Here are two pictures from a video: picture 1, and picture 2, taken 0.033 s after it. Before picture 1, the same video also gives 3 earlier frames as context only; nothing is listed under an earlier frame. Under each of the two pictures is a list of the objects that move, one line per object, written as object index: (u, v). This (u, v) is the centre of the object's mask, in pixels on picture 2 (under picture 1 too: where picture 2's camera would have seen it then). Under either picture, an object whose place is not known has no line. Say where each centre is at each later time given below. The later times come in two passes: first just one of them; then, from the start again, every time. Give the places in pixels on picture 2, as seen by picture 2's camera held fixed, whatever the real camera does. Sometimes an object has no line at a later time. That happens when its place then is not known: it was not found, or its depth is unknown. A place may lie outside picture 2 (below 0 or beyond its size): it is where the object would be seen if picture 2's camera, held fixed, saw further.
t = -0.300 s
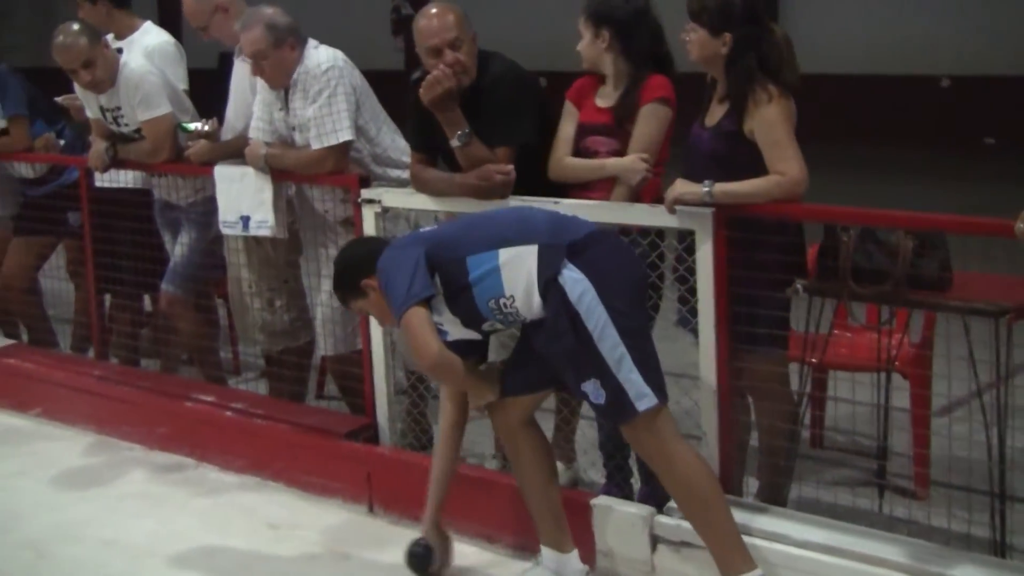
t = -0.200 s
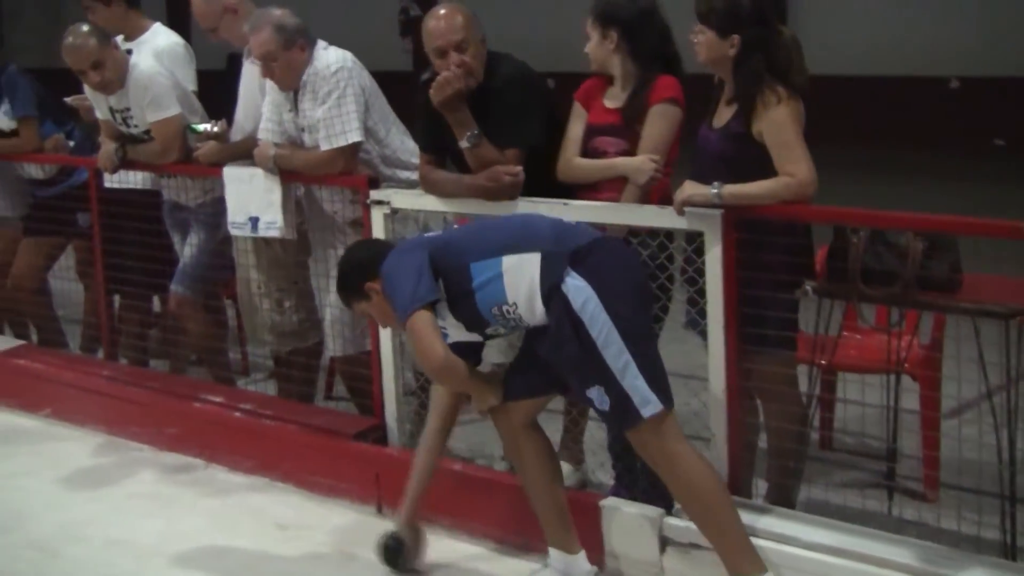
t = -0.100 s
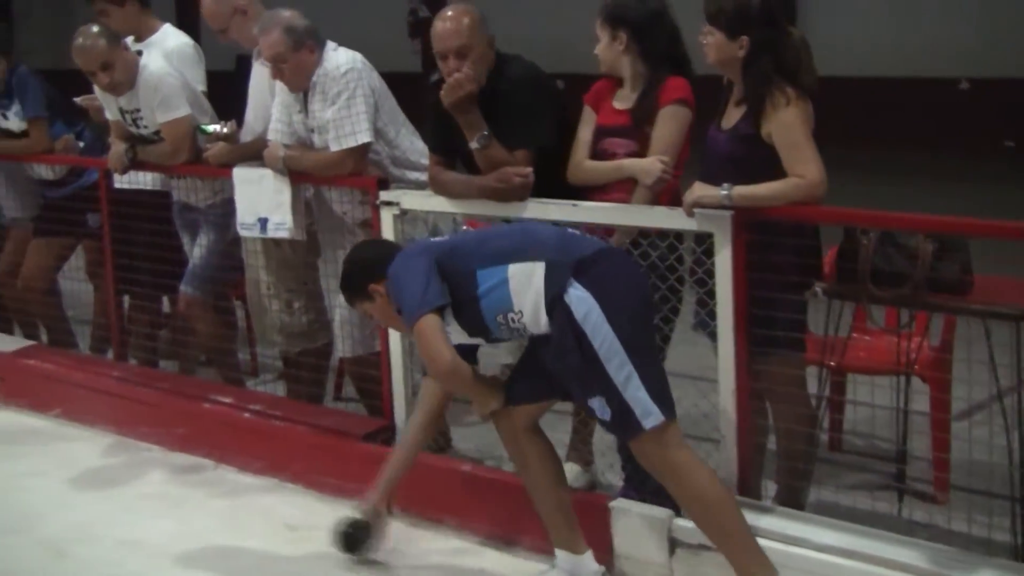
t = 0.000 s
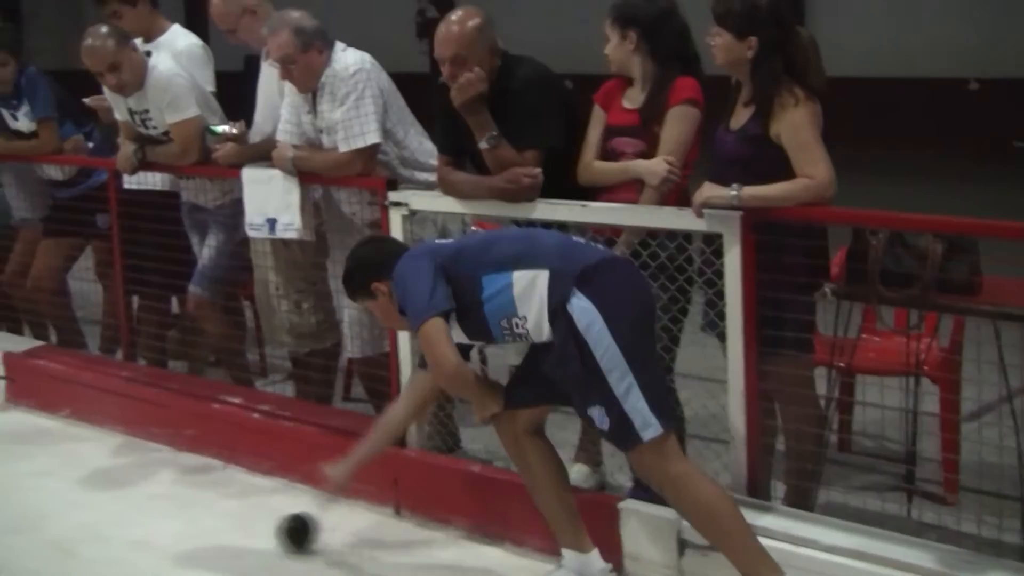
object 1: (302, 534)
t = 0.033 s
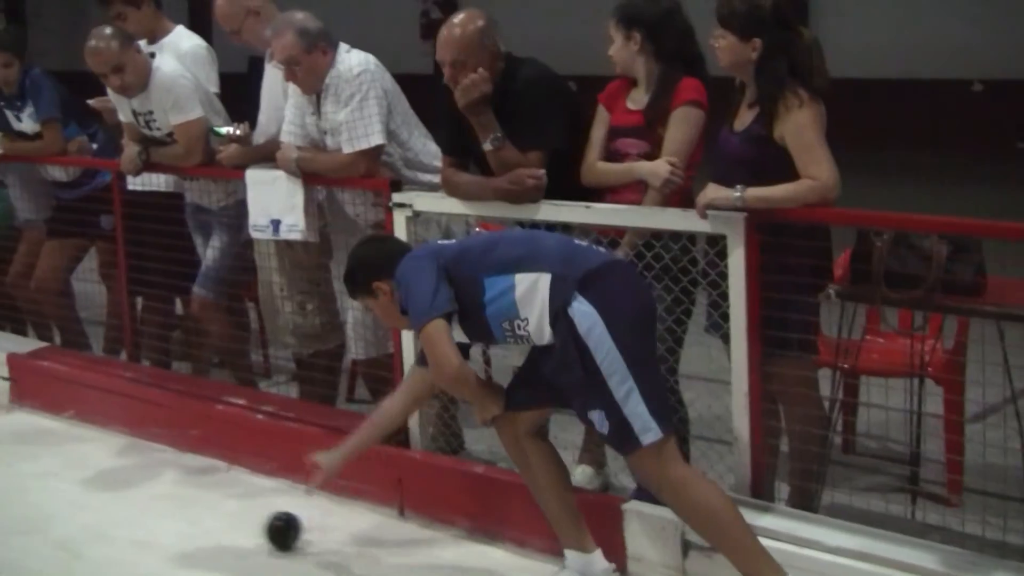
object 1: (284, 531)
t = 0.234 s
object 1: (182, 516)
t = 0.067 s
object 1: (264, 529)
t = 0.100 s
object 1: (250, 527)
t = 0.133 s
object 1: (232, 524)
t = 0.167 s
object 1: (213, 521)
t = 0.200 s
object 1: (198, 518)
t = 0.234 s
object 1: (182, 516)
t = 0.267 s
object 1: (164, 513)
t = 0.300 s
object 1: (149, 511)
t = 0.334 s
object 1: (134, 508)
